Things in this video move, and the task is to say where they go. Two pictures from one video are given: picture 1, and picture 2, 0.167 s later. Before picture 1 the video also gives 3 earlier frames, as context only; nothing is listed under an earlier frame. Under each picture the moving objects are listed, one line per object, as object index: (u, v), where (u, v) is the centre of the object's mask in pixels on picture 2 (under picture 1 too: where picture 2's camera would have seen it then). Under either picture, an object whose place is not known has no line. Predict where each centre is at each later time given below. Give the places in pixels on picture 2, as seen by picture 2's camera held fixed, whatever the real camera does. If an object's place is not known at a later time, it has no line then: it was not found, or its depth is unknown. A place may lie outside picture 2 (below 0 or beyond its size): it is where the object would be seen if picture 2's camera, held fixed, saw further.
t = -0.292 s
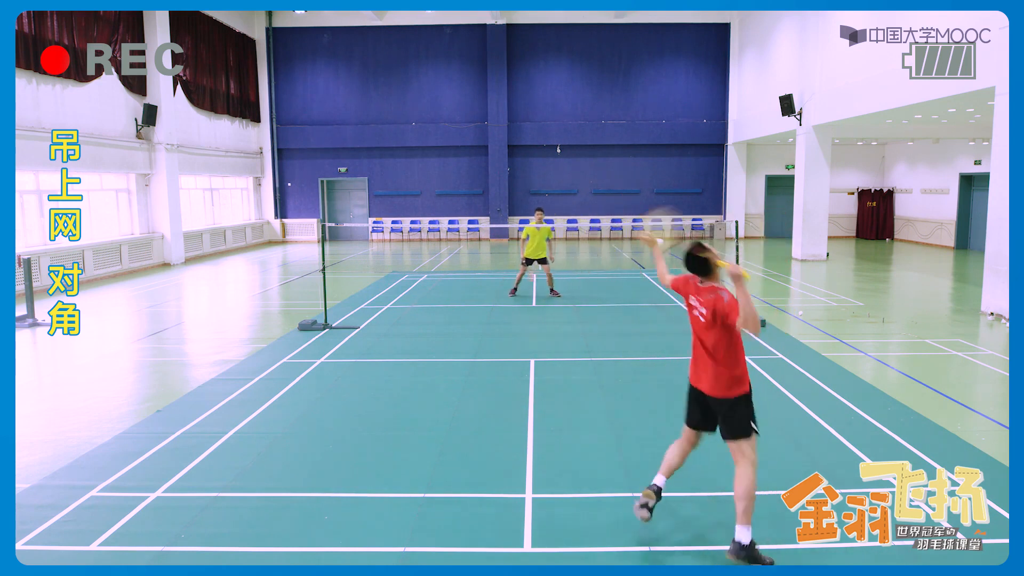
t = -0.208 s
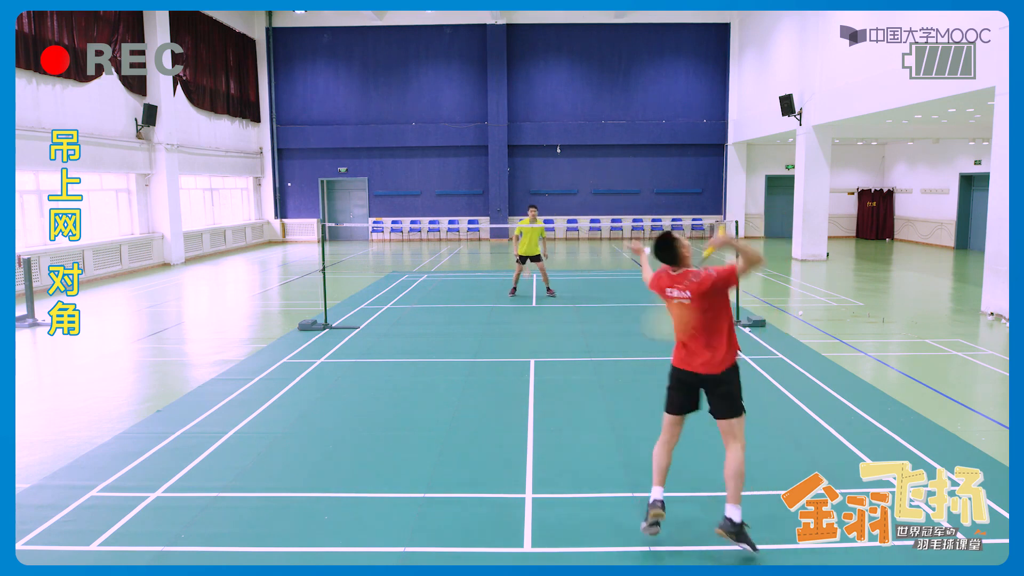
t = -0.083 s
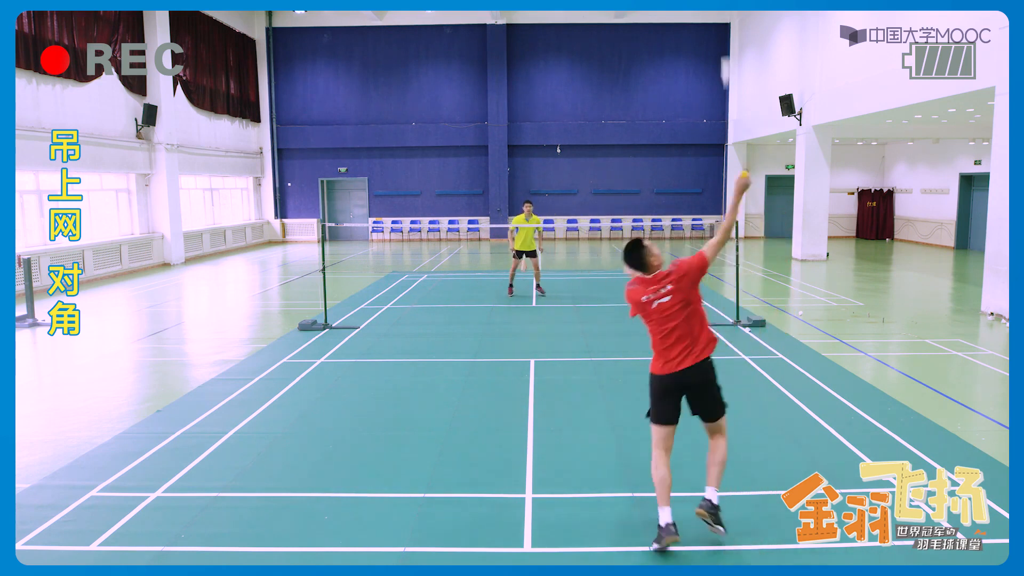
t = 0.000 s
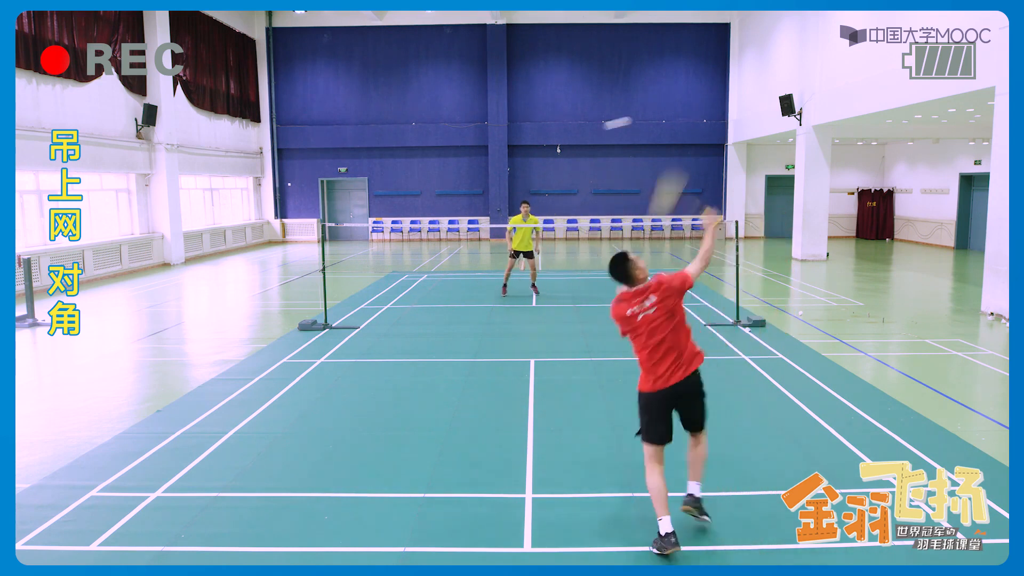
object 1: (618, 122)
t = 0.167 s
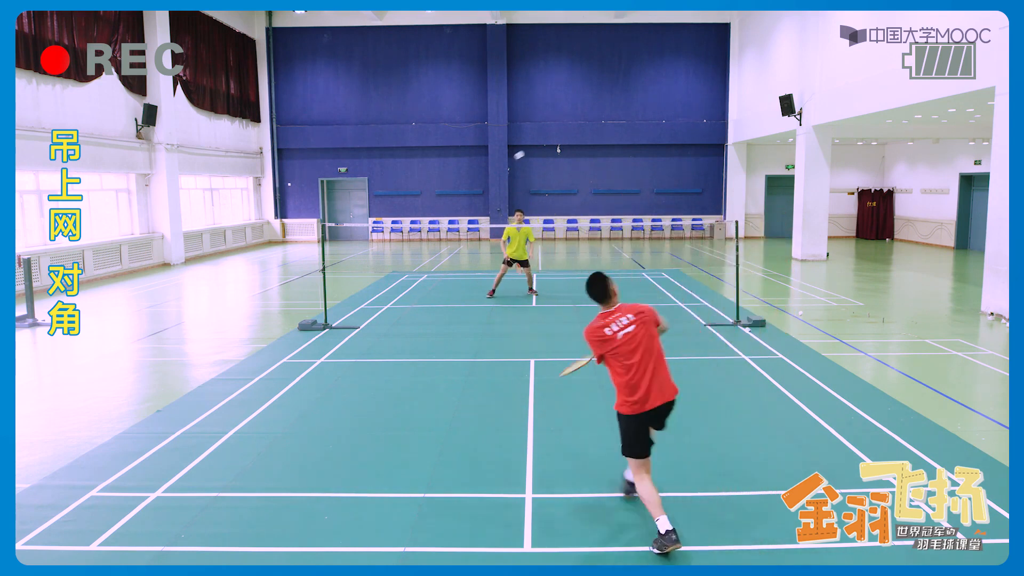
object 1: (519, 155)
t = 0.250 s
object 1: (495, 171)
